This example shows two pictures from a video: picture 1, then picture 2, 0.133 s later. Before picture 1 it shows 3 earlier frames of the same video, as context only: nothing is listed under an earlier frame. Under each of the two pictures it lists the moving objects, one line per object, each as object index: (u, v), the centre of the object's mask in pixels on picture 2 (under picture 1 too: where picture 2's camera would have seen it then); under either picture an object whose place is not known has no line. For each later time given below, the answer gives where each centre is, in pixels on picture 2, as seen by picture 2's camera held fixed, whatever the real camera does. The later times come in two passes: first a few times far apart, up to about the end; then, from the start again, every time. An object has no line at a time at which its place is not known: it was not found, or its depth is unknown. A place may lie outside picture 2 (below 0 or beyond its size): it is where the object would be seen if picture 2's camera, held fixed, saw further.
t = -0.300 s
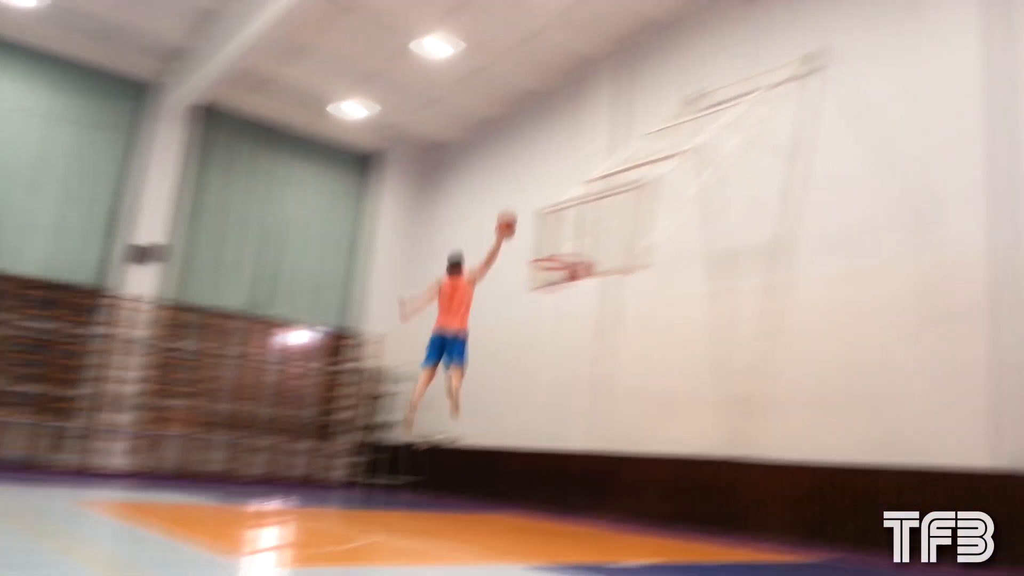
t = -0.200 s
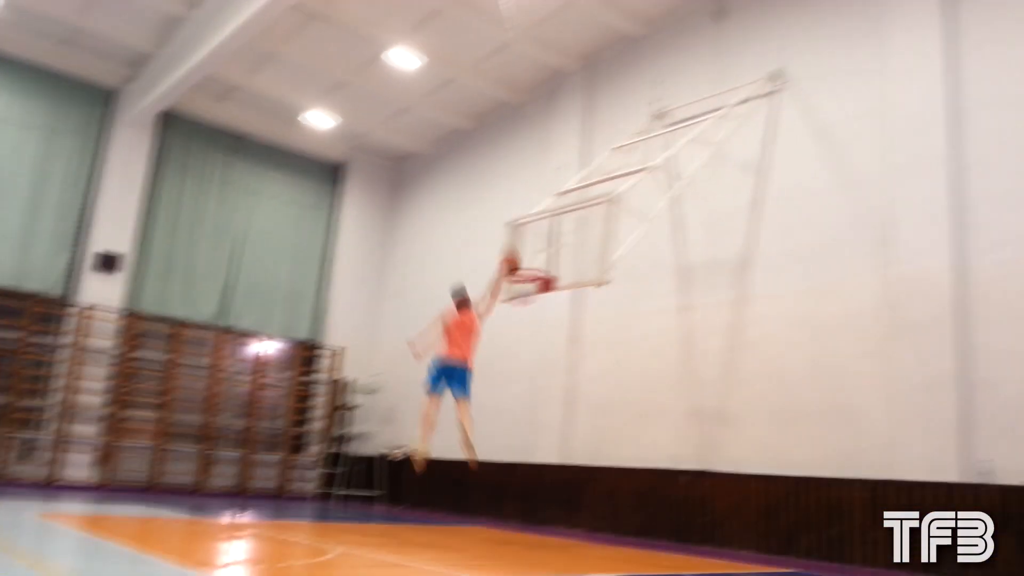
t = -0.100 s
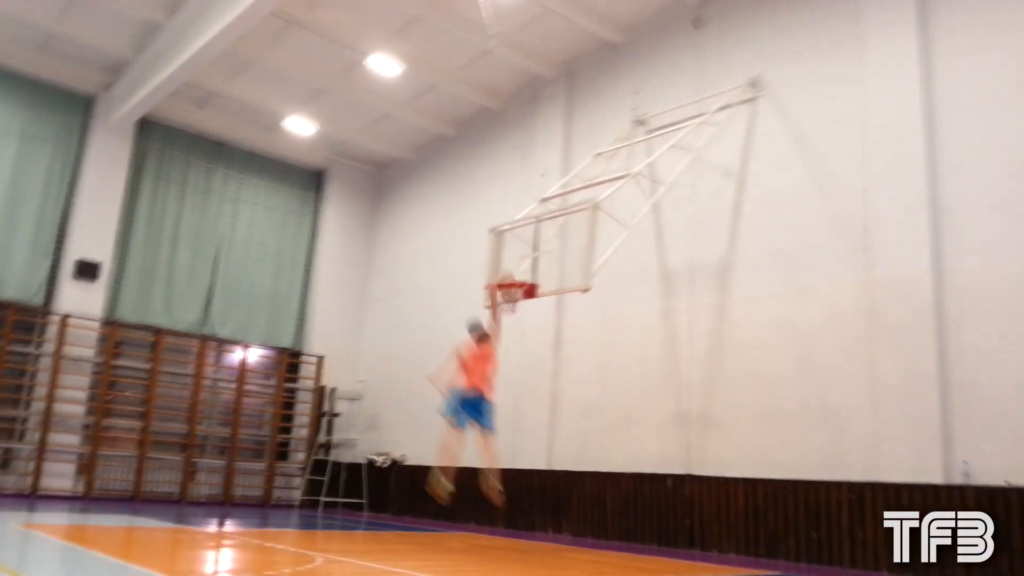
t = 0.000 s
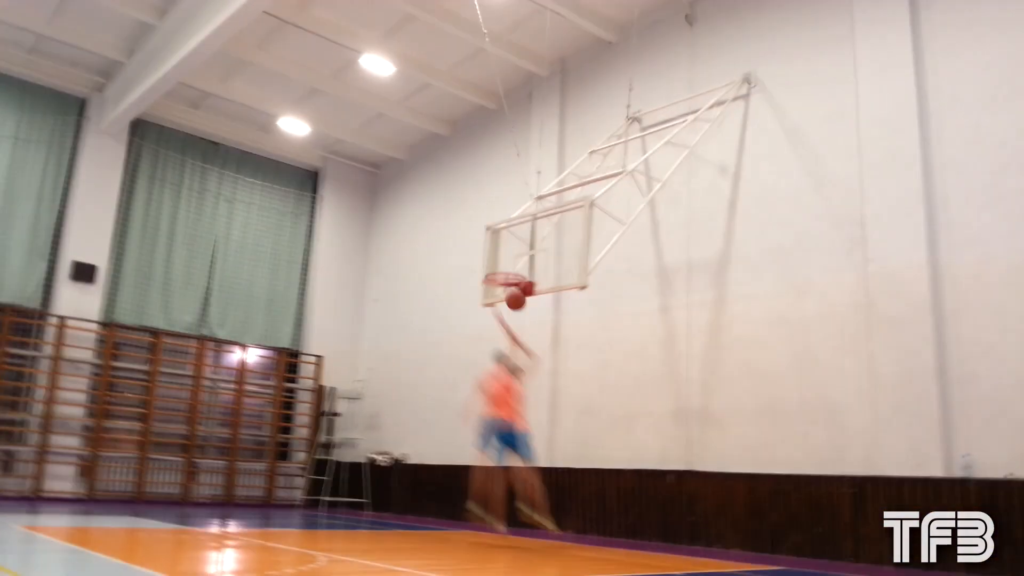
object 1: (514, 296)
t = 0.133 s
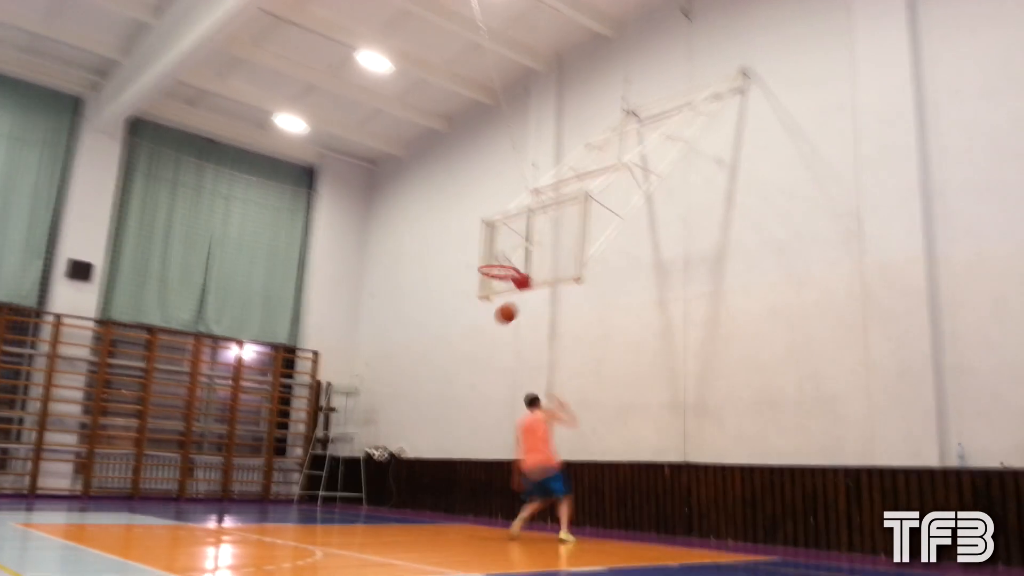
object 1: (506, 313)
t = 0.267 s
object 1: (501, 348)
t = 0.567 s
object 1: (487, 491)
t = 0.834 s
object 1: (465, 465)
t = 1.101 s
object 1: (447, 425)
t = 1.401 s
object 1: (420, 457)
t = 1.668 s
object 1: (396, 525)
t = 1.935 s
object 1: (381, 477)
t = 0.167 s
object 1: (505, 321)
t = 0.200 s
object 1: (505, 330)
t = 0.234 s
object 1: (503, 339)
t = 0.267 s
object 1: (501, 348)
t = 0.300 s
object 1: (501, 359)
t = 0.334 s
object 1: (500, 372)
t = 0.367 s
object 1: (498, 386)
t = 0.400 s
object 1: (496, 400)
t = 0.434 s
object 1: (494, 415)
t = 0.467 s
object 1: (492, 432)
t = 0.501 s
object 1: (490, 451)
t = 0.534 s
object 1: (489, 470)
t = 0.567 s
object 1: (487, 491)
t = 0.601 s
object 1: (484, 505)
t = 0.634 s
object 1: (482, 521)
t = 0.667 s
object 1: (478, 515)
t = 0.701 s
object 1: (476, 506)
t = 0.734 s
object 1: (474, 496)
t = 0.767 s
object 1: (470, 484)
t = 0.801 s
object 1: (468, 475)
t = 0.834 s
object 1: (465, 465)
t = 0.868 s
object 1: (463, 457)
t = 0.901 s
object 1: (461, 448)
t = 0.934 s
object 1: (460, 441)
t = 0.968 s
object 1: (458, 438)
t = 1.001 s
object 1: (455, 434)
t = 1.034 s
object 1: (452, 431)
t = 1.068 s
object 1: (450, 428)
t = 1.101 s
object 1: (447, 425)
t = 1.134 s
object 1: (444, 423)
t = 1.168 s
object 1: (442, 425)
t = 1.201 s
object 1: (439, 427)
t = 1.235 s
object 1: (436, 429)
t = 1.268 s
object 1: (433, 432)
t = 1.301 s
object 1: (430, 436)
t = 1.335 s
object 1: (426, 442)
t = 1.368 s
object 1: (423, 448)
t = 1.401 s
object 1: (420, 457)
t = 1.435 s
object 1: (416, 467)
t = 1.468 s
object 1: (413, 478)
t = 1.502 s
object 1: (410, 489)
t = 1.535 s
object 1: (406, 496)
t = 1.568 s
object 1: (403, 508)
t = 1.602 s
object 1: (399, 521)
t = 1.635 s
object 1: (397, 525)
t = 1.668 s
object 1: (396, 525)
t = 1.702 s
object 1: (394, 503)
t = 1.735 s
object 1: (391, 500)
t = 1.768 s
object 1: (389, 493)
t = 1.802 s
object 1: (387, 487)
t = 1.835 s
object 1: (386, 482)
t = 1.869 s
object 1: (385, 481)
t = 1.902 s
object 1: (383, 480)
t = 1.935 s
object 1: (381, 477)
